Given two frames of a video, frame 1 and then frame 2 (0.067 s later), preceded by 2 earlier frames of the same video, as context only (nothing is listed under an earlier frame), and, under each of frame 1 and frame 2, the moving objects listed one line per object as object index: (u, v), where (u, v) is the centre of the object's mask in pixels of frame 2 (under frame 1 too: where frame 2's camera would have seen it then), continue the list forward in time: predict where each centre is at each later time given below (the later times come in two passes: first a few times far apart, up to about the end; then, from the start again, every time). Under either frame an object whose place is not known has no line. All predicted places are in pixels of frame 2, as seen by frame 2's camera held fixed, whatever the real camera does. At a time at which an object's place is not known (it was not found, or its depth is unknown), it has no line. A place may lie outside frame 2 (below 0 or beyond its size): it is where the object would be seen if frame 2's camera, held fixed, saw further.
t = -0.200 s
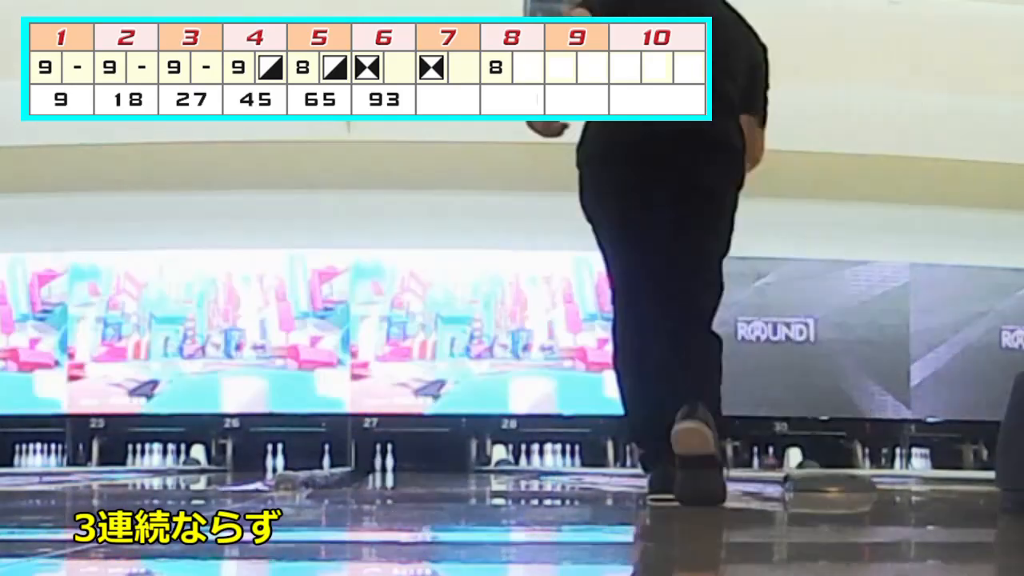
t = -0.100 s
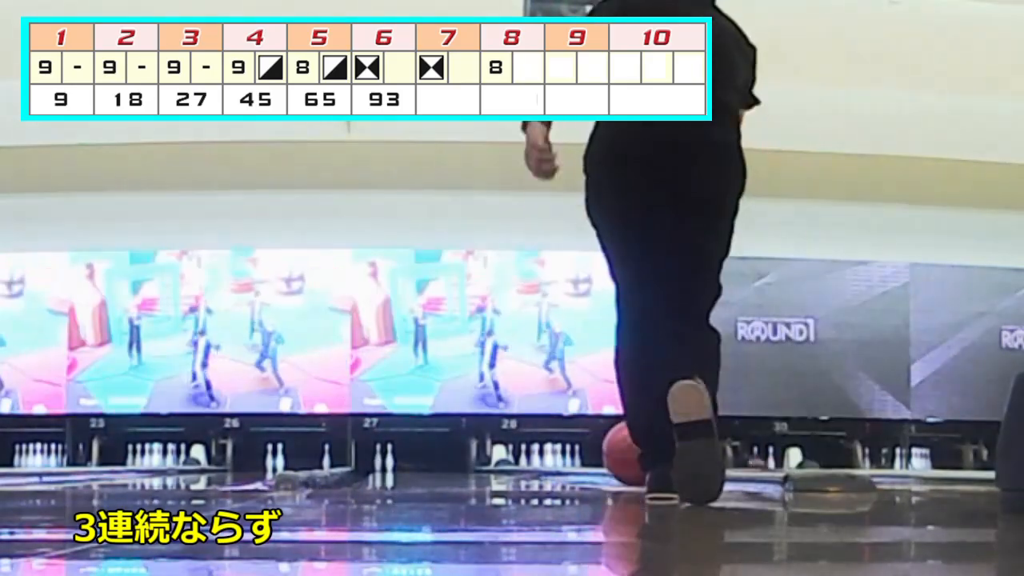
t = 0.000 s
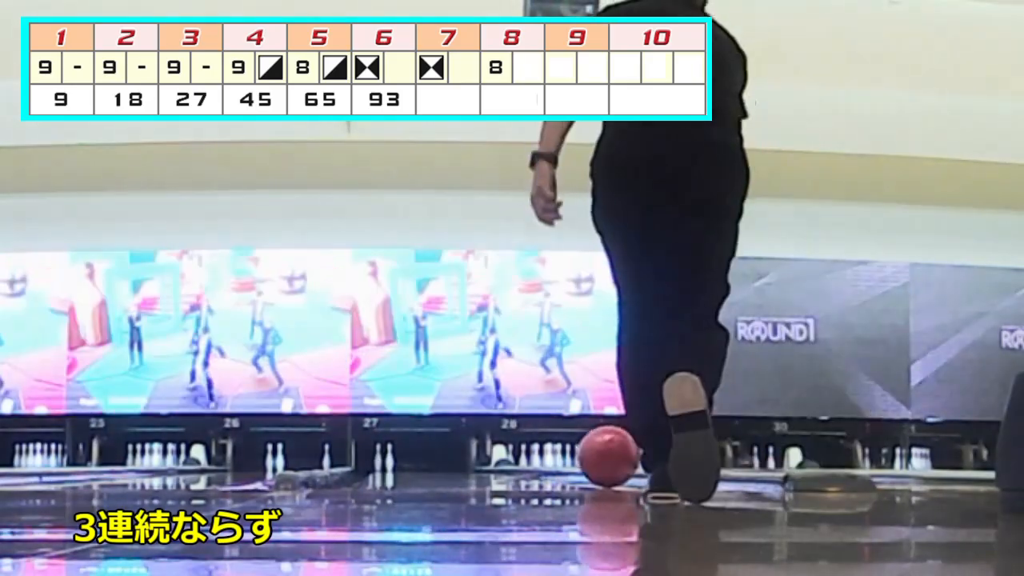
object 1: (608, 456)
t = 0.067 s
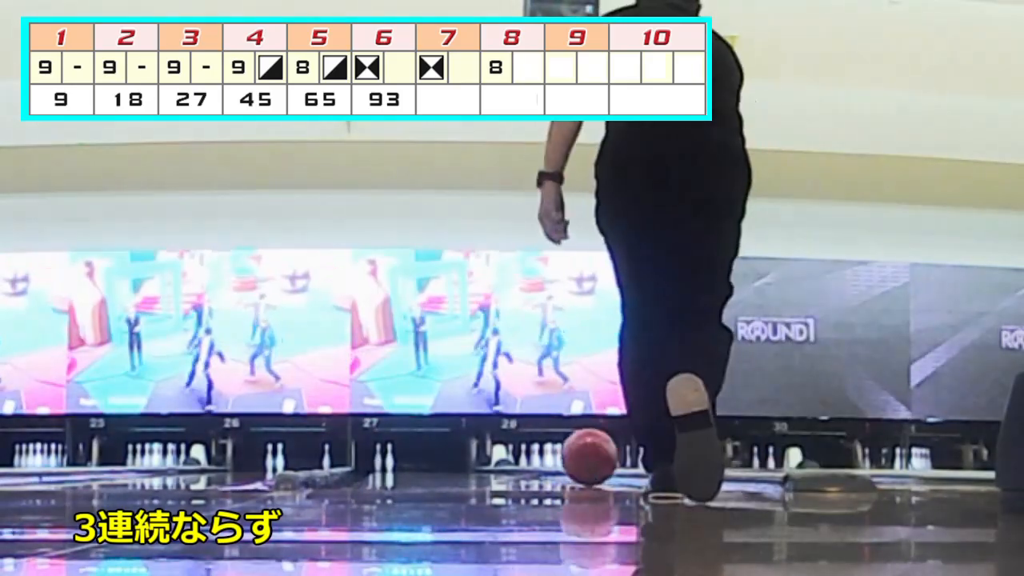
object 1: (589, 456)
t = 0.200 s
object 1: (565, 457)
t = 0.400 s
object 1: (534, 458)
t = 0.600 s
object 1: (510, 459)
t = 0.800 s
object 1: (490, 460)
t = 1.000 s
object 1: (474, 460)
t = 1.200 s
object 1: (460, 461)
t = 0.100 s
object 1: (585, 456)
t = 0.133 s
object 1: (577, 457)
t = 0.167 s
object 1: (569, 457)
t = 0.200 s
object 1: (565, 457)
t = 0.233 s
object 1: (559, 457)
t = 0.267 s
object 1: (551, 458)
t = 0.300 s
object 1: (549, 457)
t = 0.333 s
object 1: (542, 458)
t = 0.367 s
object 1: (536, 458)
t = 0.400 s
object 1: (534, 458)
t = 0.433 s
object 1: (528, 458)
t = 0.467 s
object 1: (524, 459)
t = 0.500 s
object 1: (522, 459)
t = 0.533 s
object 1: (517, 459)
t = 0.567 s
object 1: (511, 459)
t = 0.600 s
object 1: (510, 459)
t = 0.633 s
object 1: (508, 459)
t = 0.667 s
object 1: (503, 459)
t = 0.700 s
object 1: (499, 459)
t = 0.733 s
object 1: (497, 459)
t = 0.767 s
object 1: (493, 459)
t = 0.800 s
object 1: (490, 460)
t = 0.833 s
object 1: (488, 460)
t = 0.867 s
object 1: (484, 460)
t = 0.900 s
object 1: (481, 460)
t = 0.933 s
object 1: (479, 460)
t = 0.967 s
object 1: (476, 460)
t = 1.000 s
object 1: (474, 460)
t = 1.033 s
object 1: (472, 460)
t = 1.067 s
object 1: (469, 460)
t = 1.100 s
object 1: (466, 460)
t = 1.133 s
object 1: (465, 460)
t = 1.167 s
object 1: (463, 460)
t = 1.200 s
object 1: (460, 461)
